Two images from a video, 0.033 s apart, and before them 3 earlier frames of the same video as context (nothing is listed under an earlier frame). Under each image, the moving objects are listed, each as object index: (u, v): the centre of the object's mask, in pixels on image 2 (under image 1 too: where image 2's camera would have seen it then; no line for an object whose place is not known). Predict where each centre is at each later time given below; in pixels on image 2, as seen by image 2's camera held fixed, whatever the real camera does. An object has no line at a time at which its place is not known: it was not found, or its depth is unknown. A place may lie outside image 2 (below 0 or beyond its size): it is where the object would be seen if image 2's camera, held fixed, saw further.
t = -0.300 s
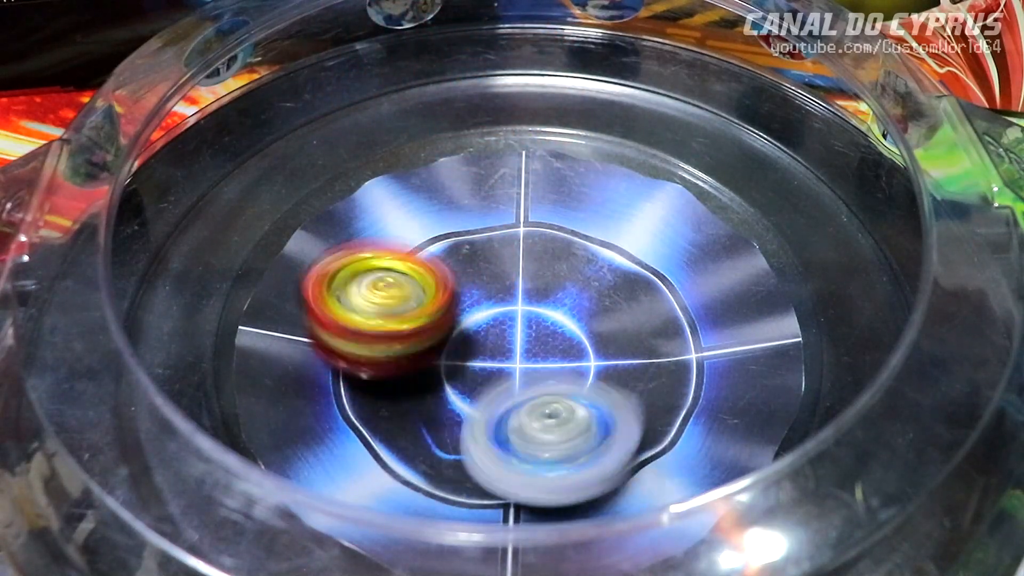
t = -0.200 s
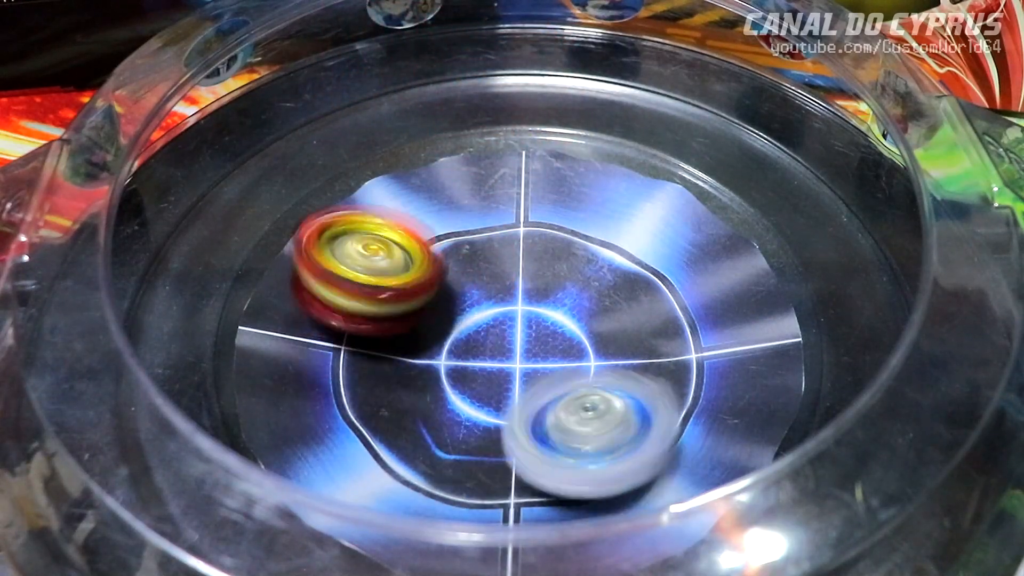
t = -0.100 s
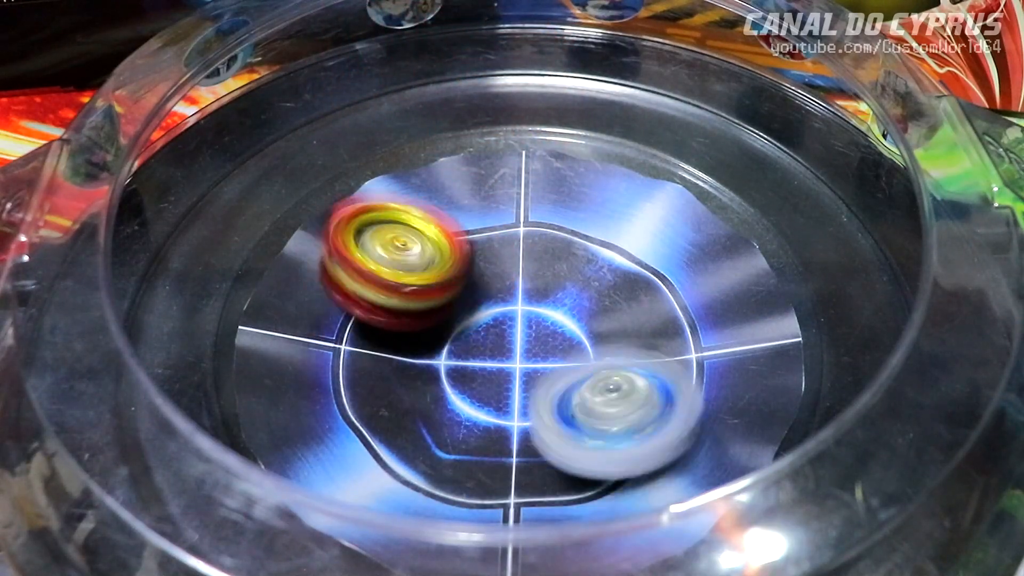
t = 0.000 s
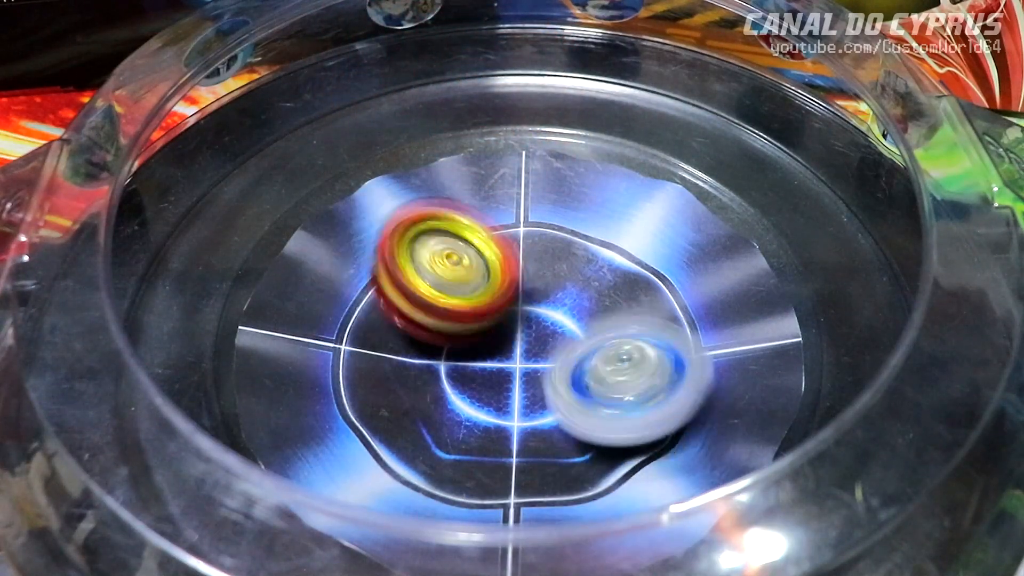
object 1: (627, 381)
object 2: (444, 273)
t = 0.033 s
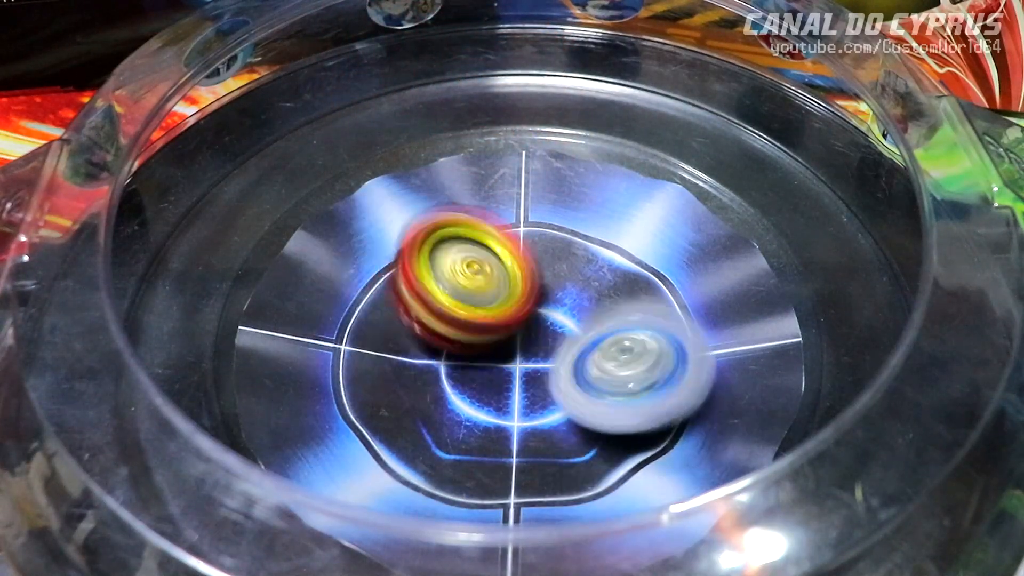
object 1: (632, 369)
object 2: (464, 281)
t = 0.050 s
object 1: (631, 363)
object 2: (473, 286)
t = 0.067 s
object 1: (632, 361)
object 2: (484, 289)
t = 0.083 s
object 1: (641, 357)
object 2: (490, 290)
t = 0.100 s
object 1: (669, 360)
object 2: (479, 285)
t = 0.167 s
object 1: (756, 364)
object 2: (440, 253)
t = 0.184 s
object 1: (770, 364)
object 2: (433, 247)
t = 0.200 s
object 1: (784, 364)
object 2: (431, 242)
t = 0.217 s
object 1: (793, 365)
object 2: (430, 239)
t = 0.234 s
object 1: (796, 365)
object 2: (429, 234)
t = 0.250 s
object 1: (800, 365)
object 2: (430, 231)
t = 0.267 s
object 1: (801, 366)
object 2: (433, 229)
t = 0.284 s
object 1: (803, 368)
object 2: (435, 227)
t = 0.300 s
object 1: (799, 368)
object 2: (438, 226)
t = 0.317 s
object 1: (794, 372)
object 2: (441, 224)
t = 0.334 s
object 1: (789, 373)
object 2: (446, 226)
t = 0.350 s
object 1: (784, 374)
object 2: (450, 226)
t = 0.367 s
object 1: (782, 374)
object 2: (455, 230)
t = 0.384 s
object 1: (774, 375)
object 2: (461, 232)
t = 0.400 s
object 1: (767, 374)
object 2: (466, 235)
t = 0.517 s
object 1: (725, 350)
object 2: (512, 269)
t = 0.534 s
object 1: (715, 346)
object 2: (520, 277)
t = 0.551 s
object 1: (708, 339)
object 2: (523, 281)
